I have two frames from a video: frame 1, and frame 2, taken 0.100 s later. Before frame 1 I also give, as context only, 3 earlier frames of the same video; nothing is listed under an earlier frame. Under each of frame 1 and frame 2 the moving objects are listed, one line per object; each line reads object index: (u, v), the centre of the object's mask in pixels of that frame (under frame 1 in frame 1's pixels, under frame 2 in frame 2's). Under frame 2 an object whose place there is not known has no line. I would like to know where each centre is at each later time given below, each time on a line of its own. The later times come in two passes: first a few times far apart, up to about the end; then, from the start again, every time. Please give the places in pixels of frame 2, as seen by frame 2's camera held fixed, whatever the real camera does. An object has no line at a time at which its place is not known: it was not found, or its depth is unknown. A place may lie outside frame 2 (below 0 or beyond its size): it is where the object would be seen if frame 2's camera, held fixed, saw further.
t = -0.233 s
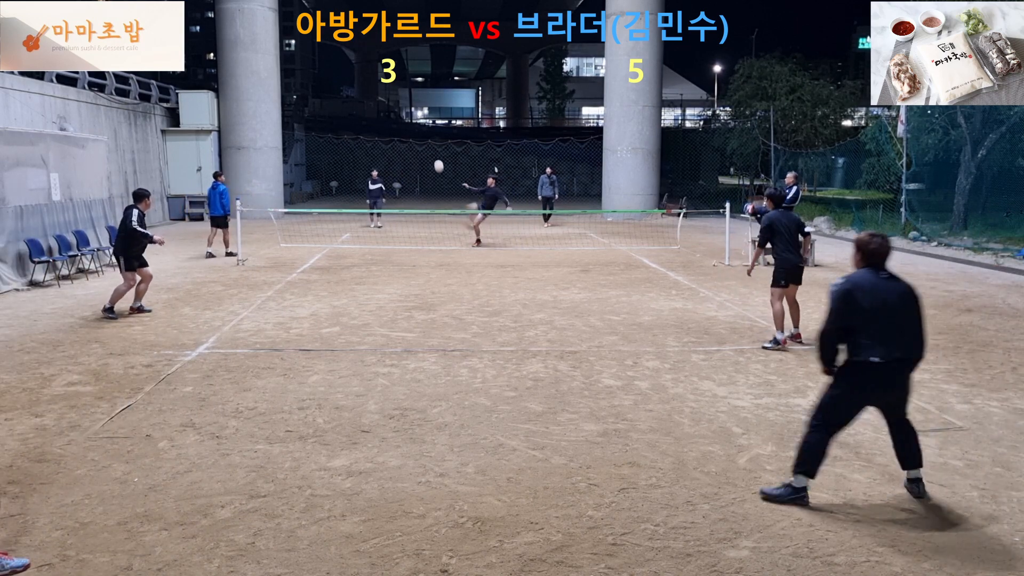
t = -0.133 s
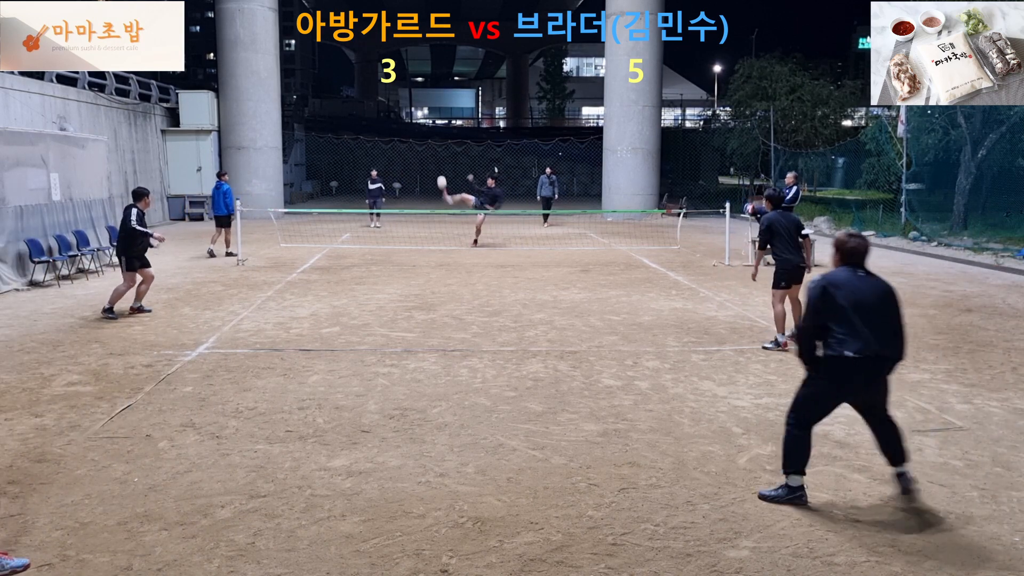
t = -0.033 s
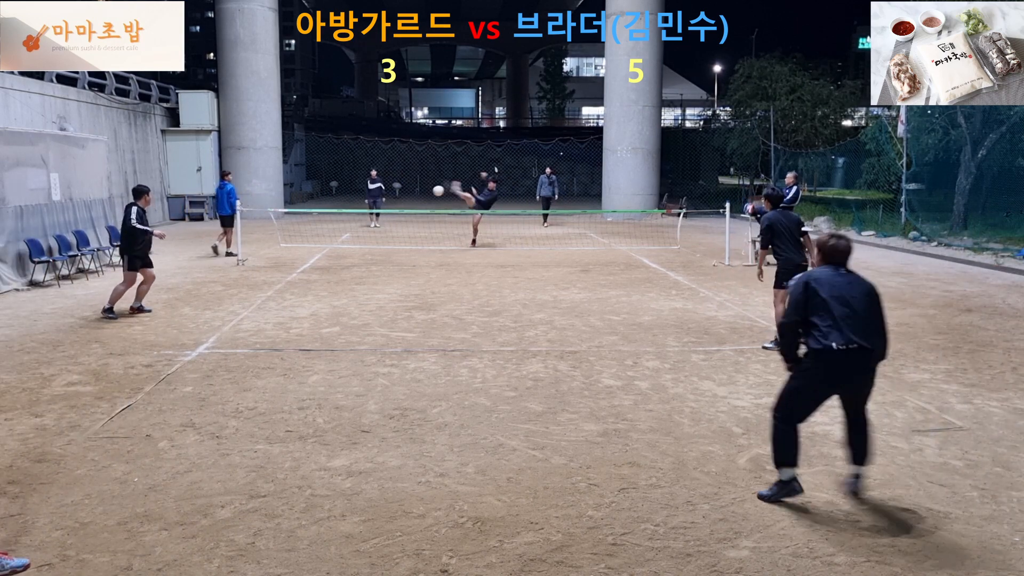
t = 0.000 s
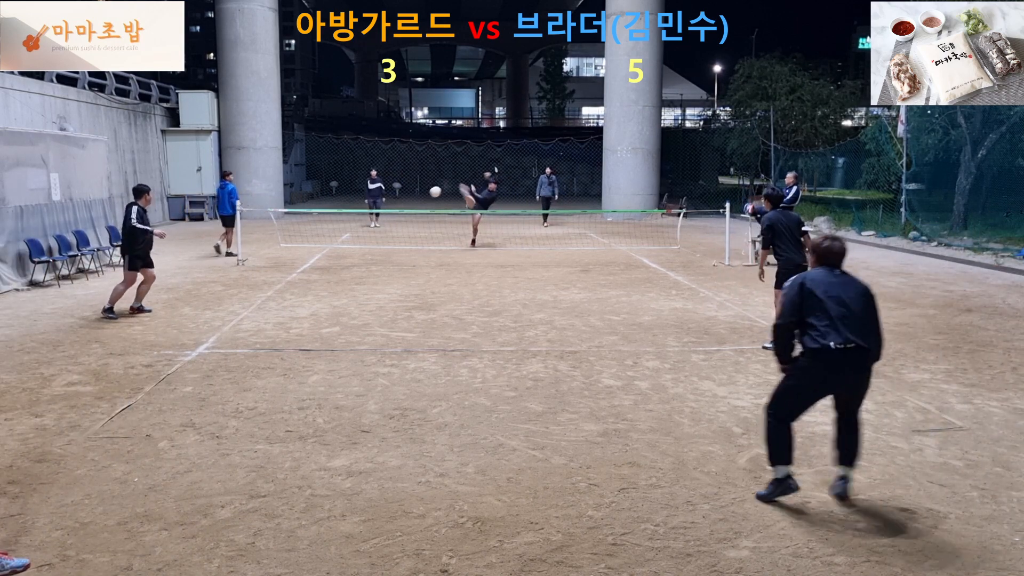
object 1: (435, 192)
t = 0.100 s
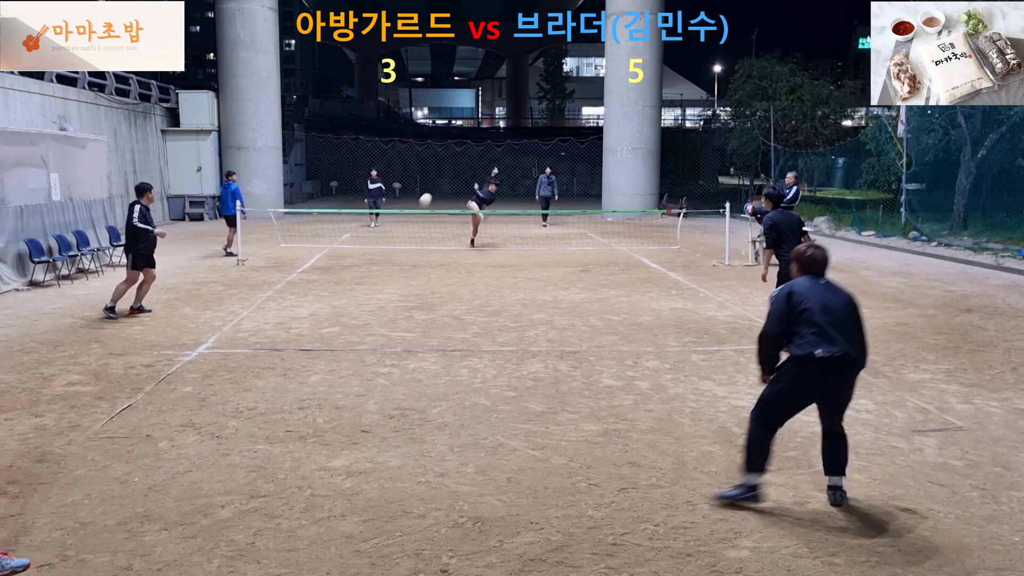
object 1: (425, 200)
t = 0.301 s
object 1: (400, 243)
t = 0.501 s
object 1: (363, 283)
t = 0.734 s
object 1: (309, 266)
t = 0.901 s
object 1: (253, 294)
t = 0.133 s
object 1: (422, 204)
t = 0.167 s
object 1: (418, 209)
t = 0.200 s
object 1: (414, 214)
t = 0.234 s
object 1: (410, 223)
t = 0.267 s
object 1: (405, 233)
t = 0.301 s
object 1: (400, 243)
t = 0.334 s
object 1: (393, 260)
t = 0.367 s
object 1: (389, 273)
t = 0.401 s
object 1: (382, 292)
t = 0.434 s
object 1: (375, 296)
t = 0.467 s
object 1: (369, 289)
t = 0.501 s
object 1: (363, 283)
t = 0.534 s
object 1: (357, 277)
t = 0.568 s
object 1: (350, 273)
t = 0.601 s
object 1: (342, 269)
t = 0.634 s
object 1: (335, 266)
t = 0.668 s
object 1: (327, 265)
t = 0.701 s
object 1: (319, 265)
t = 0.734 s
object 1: (309, 266)
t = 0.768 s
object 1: (299, 268)
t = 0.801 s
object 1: (289, 271)
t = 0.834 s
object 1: (278, 278)
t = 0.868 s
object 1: (266, 285)
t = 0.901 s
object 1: (253, 294)
